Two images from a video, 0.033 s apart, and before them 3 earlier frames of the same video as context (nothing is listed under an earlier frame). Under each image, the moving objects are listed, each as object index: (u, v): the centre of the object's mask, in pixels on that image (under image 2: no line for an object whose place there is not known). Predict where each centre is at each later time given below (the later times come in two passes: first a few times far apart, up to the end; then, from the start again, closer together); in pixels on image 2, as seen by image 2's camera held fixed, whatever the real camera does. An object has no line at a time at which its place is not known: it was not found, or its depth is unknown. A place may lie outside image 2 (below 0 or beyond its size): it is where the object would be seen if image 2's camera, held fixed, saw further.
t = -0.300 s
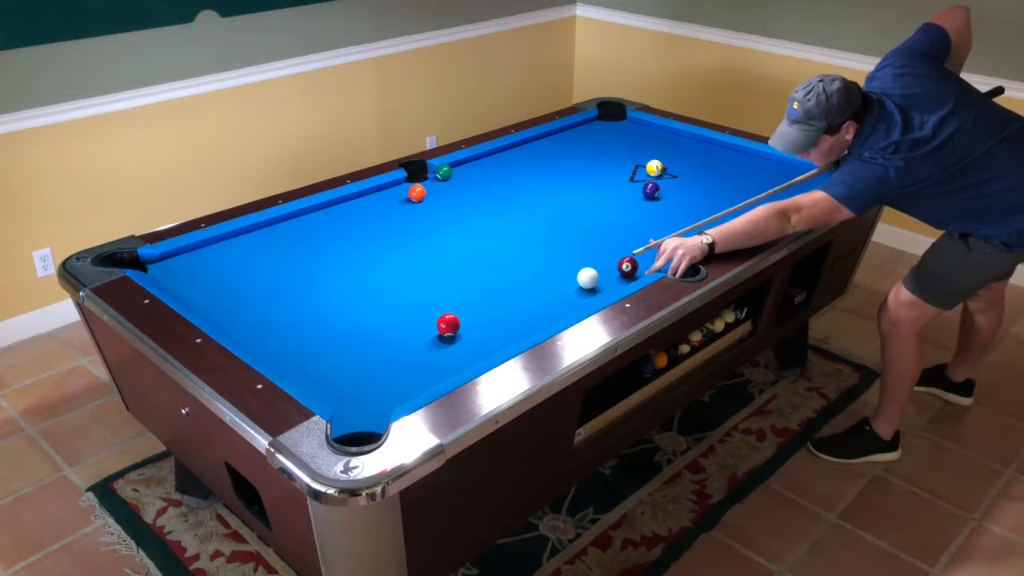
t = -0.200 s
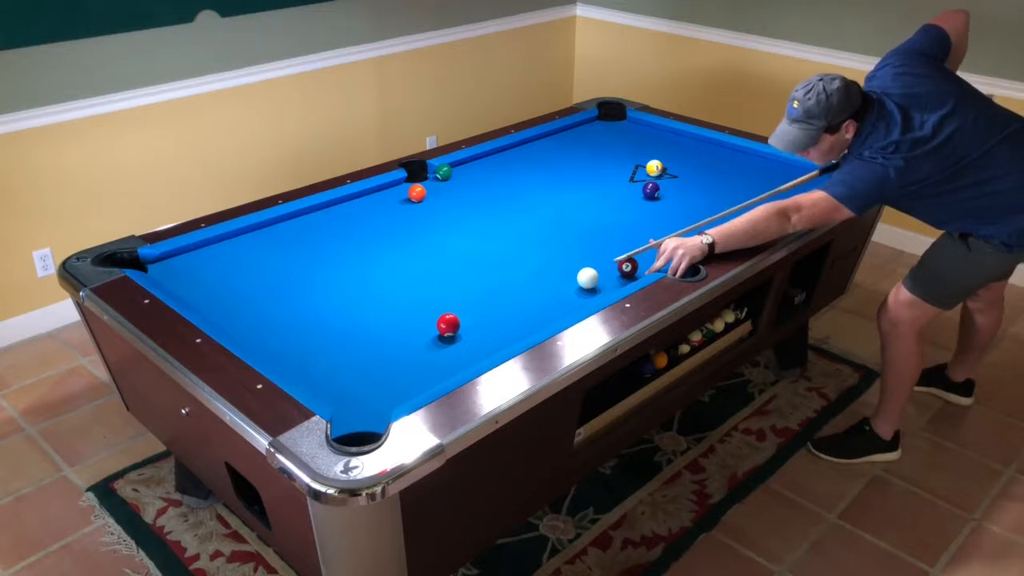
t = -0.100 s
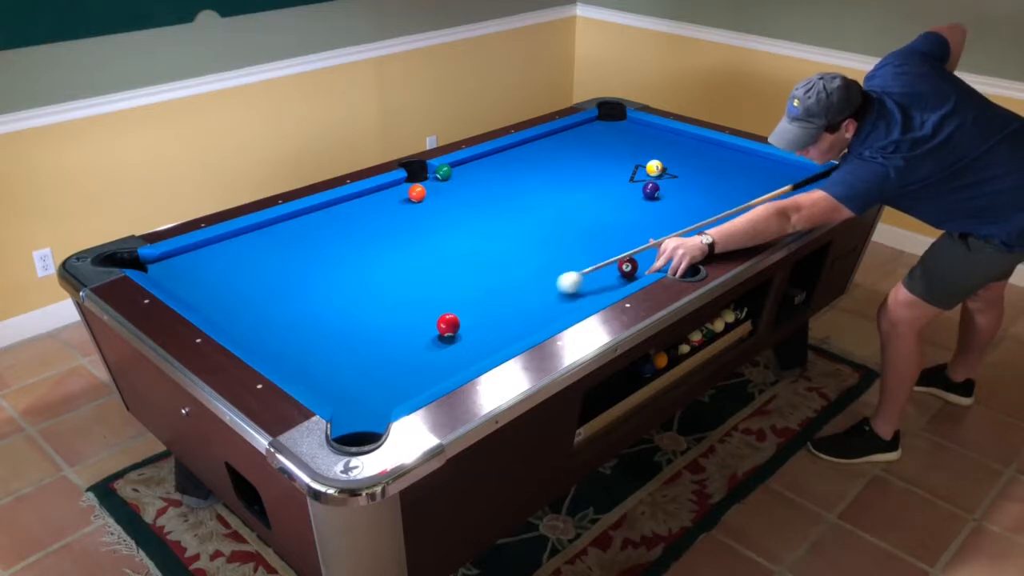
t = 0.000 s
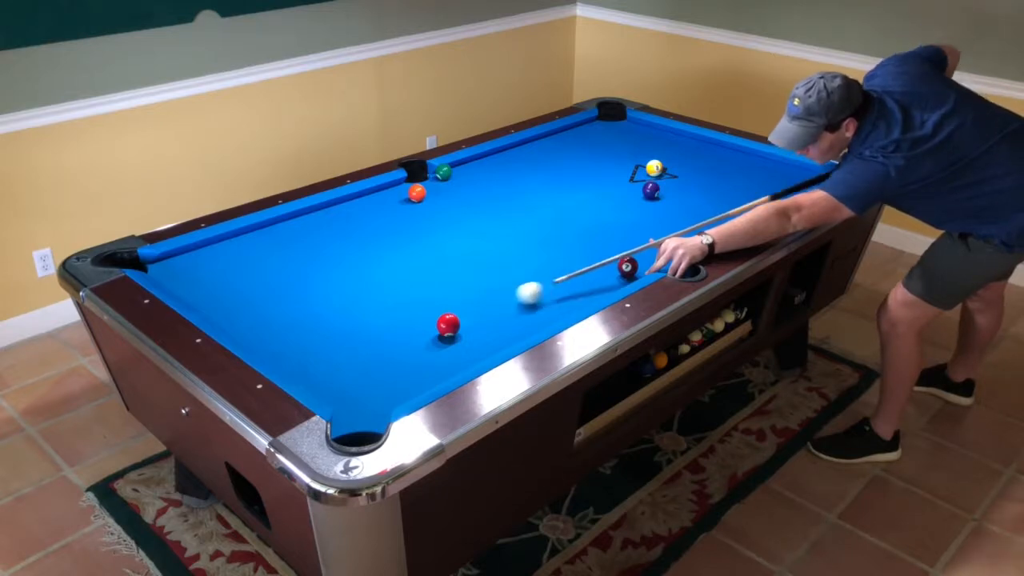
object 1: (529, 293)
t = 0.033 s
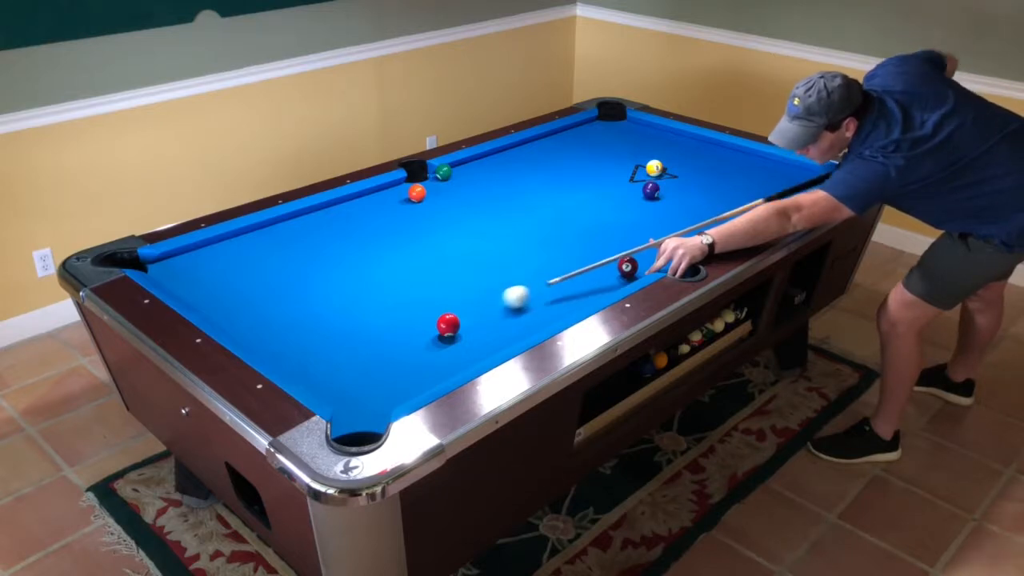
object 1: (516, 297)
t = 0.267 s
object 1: (425, 311)
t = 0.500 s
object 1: (346, 311)
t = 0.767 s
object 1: (258, 310)
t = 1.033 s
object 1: (213, 300)
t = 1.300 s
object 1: (222, 278)
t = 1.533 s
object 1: (228, 261)
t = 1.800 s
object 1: (235, 244)
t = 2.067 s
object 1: (249, 234)
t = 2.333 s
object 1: (273, 233)
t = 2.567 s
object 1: (292, 233)
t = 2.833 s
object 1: (312, 232)
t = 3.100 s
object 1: (329, 232)
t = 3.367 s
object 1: (344, 231)
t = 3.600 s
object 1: (356, 231)
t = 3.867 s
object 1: (367, 231)
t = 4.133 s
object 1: (375, 231)
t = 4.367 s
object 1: (380, 232)
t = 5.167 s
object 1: (389, 231)
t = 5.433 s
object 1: (389, 231)
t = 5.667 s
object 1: (389, 231)
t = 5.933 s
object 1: (389, 231)
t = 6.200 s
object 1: (389, 231)
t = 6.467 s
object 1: (389, 231)
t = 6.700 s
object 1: (389, 231)
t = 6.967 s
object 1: (389, 231)
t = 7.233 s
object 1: (389, 231)
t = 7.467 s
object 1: (389, 231)
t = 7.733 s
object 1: (388, 231)
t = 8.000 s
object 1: (388, 231)
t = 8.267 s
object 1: (389, 231)
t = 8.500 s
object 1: (389, 231)
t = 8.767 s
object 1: (389, 231)
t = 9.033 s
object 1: (389, 231)
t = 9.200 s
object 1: (389, 231)
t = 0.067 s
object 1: (502, 301)
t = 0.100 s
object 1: (488, 304)
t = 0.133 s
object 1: (474, 308)
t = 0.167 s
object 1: (461, 310)
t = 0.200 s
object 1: (448, 310)
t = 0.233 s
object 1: (436, 311)
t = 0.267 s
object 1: (425, 311)
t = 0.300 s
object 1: (414, 311)
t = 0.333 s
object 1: (403, 311)
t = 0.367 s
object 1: (391, 311)
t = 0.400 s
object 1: (380, 311)
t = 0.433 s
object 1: (368, 311)
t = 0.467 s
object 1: (357, 311)
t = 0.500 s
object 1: (346, 311)
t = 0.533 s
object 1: (335, 311)
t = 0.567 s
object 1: (324, 311)
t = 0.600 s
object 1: (313, 311)
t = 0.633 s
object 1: (301, 310)
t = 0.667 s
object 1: (290, 310)
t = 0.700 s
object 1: (280, 310)
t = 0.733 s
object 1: (269, 310)
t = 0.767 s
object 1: (258, 310)
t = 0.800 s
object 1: (247, 310)
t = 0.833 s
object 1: (236, 310)
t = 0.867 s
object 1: (226, 310)
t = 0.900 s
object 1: (216, 309)
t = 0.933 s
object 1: (210, 307)
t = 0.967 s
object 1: (211, 305)
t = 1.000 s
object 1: (212, 303)
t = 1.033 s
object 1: (213, 300)
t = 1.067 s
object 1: (214, 297)
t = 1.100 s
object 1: (215, 294)
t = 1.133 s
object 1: (217, 291)
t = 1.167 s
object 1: (217, 288)
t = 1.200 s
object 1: (218, 285)
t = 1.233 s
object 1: (220, 283)
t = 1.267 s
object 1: (220, 280)
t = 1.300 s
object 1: (222, 278)
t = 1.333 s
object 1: (223, 275)
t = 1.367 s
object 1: (224, 273)
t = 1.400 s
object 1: (225, 270)
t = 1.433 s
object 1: (226, 268)
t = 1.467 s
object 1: (227, 265)
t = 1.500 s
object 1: (227, 263)
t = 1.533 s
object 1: (228, 261)
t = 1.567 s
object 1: (229, 259)
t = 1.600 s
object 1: (230, 256)
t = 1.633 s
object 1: (231, 254)
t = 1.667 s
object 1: (232, 252)
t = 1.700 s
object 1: (233, 250)
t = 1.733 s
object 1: (233, 248)
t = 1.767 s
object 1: (234, 246)
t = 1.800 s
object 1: (235, 244)
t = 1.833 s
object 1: (236, 242)
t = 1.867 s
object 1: (237, 240)
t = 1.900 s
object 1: (237, 238)
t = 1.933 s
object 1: (238, 236)
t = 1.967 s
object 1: (239, 235)
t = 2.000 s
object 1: (242, 234)
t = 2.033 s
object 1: (245, 234)
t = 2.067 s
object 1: (249, 234)
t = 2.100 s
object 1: (252, 234)
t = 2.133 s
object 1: (255, 234)
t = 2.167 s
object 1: (258, 234)
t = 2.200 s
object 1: (261, 234)
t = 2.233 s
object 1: (264, 234)
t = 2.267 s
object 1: (267, 234)
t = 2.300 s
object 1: (270, 234)
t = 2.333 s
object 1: (273, 233)
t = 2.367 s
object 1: (276, 233)
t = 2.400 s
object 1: (278, 233)
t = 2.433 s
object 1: (281, 233)
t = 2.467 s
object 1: (284, 233)
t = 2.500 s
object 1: (287, 233)
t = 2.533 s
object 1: (289, 233)
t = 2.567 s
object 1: (292, 233)
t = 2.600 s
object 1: (295, 233)
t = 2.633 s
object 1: (297, 233)
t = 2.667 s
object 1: (300, 232)
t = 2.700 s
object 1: (302, 232)
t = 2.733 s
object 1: (305, 232)
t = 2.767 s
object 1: (307, 232)
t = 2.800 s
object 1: (309, 232)
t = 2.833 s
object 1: (312, 232)
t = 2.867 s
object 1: (314, 232)
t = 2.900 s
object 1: (316, 232)
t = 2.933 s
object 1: (318, 232)
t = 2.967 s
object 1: (321, 232)
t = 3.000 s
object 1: (323, 232)
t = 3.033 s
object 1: (325, 232)
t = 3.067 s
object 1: (327, 232)
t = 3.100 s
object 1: (329, 232)
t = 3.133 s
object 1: (331, 231)
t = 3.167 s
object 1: (333, 232)
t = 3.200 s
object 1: (335, 232)
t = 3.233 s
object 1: (337, 231)
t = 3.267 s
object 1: (339, 231)
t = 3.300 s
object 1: (341, 231)
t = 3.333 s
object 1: (343, 231)
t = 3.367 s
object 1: (344, 231)
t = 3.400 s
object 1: (346, 231)
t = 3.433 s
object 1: (348, 231)
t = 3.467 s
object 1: (349, 231)
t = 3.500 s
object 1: (351, 231)
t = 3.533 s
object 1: (352, 231)
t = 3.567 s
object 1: (354, 231)
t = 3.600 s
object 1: (356, 231)
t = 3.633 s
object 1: (357, 231)
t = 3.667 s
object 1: (359, 231)
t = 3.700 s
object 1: (360, 231)
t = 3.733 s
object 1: (361, 231)
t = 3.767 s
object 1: (363, 231)
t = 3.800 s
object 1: (364, 231)
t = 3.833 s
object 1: (366, 231)
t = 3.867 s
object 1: (367, 231)
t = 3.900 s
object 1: (368, 231)
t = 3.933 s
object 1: (369, 231)
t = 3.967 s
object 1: (370, 231)
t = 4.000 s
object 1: (372, 230)
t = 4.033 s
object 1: (372, 231)
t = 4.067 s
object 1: (373, 231)
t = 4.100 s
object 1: (374, 231)
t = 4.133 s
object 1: (375, 231)
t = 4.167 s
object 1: (376, 231)
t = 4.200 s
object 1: (377, 231)
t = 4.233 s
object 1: (378, 231)
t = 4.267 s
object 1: (379, 231)
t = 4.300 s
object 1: (380, 231)
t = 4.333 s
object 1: (381, 231)
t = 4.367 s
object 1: (380, 232)
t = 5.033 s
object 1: (393, 230)
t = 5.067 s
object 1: (389, 230)
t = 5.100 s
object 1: (389, 231)
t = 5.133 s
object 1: (389, 231)
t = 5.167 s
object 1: (389, 231)
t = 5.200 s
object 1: (389, 231)
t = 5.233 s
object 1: (389, 231)
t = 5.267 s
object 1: (389, 231)
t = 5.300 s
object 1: (389, 231)
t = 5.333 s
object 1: (389, 231)
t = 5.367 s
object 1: (389, 231)
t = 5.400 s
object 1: (389, 231)
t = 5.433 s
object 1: (389, 231)
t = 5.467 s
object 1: (389, 231)
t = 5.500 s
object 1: (389, 231)
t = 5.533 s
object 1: (389, 231)
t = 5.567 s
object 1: (389, 231)
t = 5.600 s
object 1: (389, 231)
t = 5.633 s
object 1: (389, 231)
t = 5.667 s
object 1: (389, 231)
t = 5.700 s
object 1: (389, 231)
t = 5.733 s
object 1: (389, 231)
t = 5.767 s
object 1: (389, 231)
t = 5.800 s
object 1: (389, 231)
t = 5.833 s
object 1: (389, 231)
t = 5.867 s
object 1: (389, 231)
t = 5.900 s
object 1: (389, 231)
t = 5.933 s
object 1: (389, 231)
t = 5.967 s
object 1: (389, 231)
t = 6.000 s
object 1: (389, 231)
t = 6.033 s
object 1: (389, 231)
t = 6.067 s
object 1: (389, 231)
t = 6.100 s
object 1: (389, 231)
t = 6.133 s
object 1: (389, 231)
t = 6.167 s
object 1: (389, 231)
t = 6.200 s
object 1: (389, 231)
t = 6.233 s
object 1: (389, 231)
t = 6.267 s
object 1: (389, 231)
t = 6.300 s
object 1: (389, 231)
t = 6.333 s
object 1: (389, 231)
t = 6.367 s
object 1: (389, 231)
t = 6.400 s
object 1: (389, 231)
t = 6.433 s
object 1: (389, 231)
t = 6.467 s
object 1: (389, 231)
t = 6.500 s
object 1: (389, 231)
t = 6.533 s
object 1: (389, 231)
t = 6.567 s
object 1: (389, 231)
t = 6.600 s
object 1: (389, 231)
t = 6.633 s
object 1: (389, 231)
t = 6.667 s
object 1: (389, 231)
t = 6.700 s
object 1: (389, 231)
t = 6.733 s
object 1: (389, 231)
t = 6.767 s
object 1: (389, 231)
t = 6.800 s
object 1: (389, 231)
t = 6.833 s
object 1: (389, 231)
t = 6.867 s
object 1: (389, 231)
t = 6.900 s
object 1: (389, 231)
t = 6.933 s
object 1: (389, 231)
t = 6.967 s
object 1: (389, 231)
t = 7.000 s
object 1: (389, 231)
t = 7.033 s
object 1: (389, 231)
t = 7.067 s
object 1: (389, 231)
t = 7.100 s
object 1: (389, 231)
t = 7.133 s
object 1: (389, 231)
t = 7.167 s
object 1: (389, 231)
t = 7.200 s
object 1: (389, 231)
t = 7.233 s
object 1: (389, 231)
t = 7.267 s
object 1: (389, 231)
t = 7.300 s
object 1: (389, 231)
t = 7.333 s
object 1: (389, 231)
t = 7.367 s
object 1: (389, 231)
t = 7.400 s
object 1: (389, 231)
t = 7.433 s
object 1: (389, 231)
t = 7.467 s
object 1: (389, 231)
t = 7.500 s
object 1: (389, 231)
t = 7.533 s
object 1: (389, 231)
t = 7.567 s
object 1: (389, 231)
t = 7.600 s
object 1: (389, 231)
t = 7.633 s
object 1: (388, 231)
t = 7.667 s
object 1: (389, 231)
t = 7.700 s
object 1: (388, 231)
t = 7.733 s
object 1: (388, 231)
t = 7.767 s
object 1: (388, 231)
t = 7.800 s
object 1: (389, 231)
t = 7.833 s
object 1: (388, 231)
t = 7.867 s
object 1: (388, 231)
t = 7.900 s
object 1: (389, 231)
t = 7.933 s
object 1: (389, 231)
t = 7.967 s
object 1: (389, 231)
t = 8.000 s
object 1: (388, 231)
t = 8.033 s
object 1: (388, 231)
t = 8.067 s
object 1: (389, 231)
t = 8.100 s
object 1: (388, 231)
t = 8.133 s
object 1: (388, 231)
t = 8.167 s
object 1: (389, 231)
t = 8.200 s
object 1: (389, 231)
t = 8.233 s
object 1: (389, 231)
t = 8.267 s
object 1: (389, 231)
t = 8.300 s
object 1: (389, 231)
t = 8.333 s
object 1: (389, 231)
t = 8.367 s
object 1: (389, 231)
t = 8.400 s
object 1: (389, 231)
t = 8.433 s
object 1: (389, 231)
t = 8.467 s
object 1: (389, 231)
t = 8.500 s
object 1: (389, 231)
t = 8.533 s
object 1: (389, 231)
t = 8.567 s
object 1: (389, 231)
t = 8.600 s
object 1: (389, 231)
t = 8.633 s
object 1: (389, 231)
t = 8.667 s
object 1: (389, 231)
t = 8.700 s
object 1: (389, 231)
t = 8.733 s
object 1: (389, 231)
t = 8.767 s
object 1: (389, 231)
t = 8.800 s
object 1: (389, 231)
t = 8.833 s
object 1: (389, 231)
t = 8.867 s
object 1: (389, 231)
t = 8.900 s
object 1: (389, 231)
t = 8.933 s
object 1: (389, 231)
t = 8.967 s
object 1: (389, 231)
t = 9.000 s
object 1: (389, 231)
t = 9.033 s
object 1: (389, 231)
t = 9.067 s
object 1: (389, 231)
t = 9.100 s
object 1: (389, 231)
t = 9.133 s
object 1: (389, 231)
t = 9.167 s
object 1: (389, 231)
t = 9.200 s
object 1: (389, 231)
